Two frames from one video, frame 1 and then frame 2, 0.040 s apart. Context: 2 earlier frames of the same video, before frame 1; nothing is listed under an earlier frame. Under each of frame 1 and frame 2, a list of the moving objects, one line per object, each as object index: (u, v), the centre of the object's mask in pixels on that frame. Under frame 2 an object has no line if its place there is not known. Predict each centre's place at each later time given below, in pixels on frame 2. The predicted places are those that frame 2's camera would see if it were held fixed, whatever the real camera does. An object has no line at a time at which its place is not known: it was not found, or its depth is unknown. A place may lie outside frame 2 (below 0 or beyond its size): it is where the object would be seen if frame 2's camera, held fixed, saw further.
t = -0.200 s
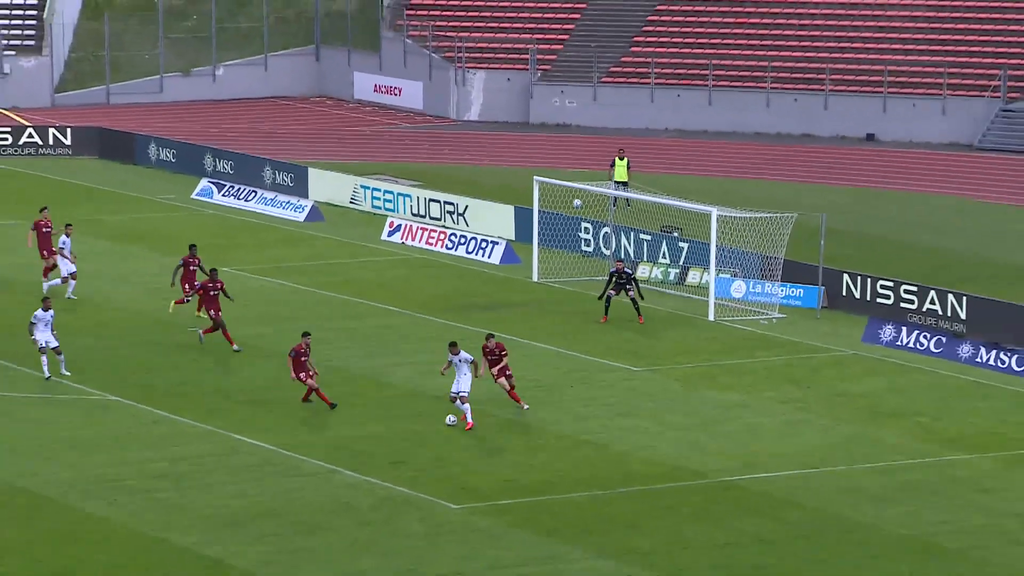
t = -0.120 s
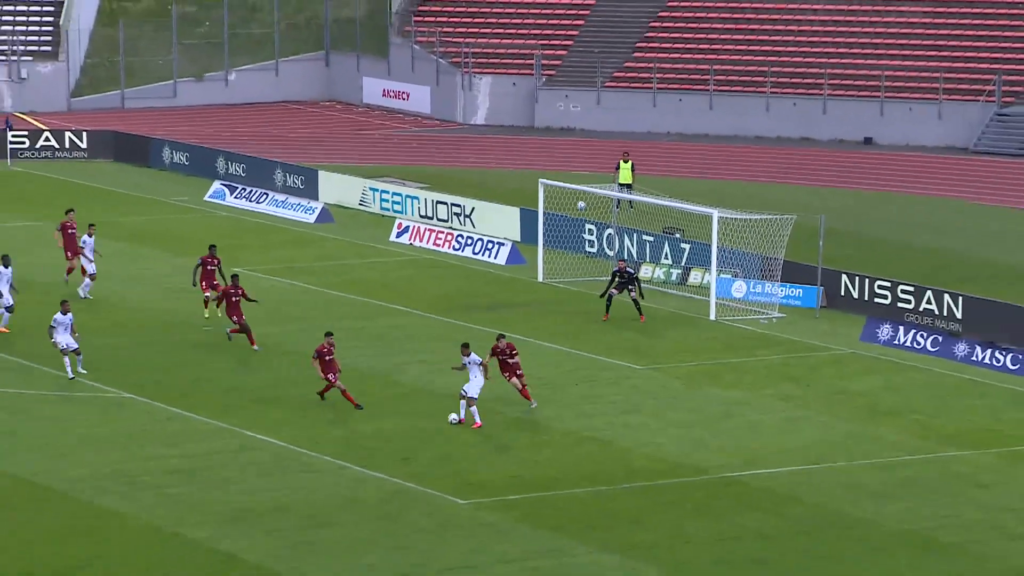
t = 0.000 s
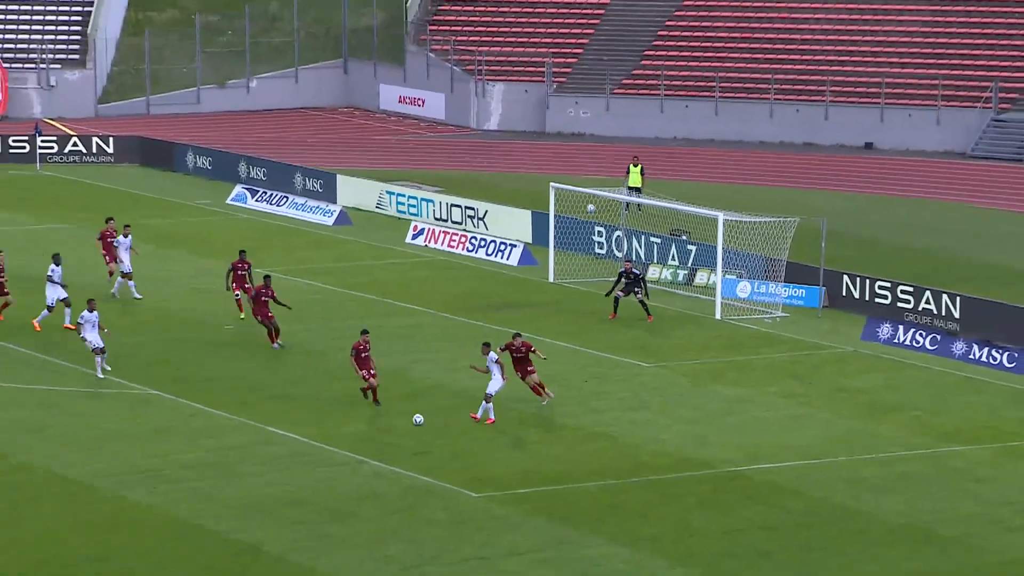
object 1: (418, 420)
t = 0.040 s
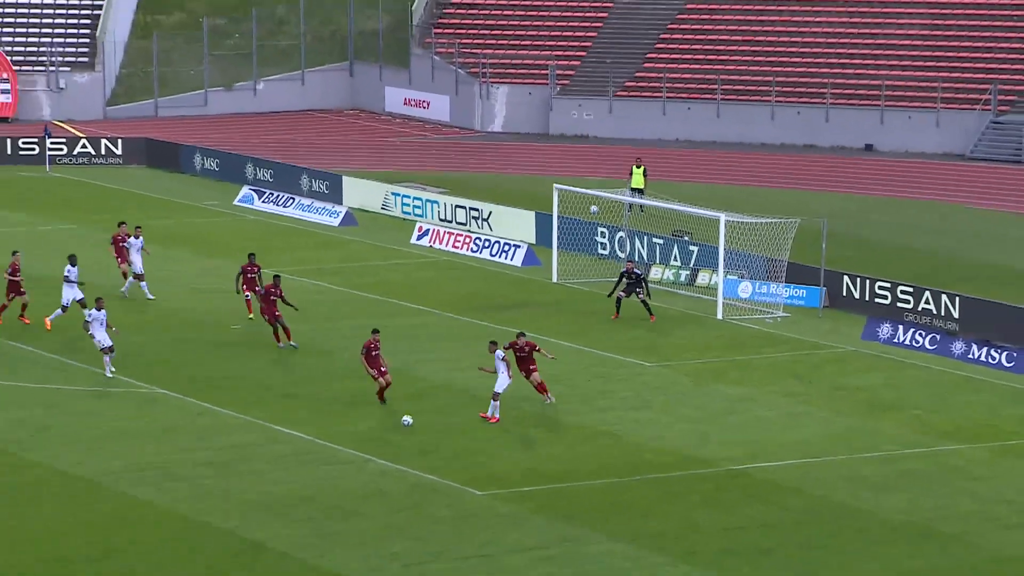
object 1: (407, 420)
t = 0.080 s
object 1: (392, 422)
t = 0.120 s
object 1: (377, 423)
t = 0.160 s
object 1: (363, 426)
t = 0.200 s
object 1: (349, 427)
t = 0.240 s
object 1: (336, 429)
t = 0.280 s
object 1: (324, 430)
